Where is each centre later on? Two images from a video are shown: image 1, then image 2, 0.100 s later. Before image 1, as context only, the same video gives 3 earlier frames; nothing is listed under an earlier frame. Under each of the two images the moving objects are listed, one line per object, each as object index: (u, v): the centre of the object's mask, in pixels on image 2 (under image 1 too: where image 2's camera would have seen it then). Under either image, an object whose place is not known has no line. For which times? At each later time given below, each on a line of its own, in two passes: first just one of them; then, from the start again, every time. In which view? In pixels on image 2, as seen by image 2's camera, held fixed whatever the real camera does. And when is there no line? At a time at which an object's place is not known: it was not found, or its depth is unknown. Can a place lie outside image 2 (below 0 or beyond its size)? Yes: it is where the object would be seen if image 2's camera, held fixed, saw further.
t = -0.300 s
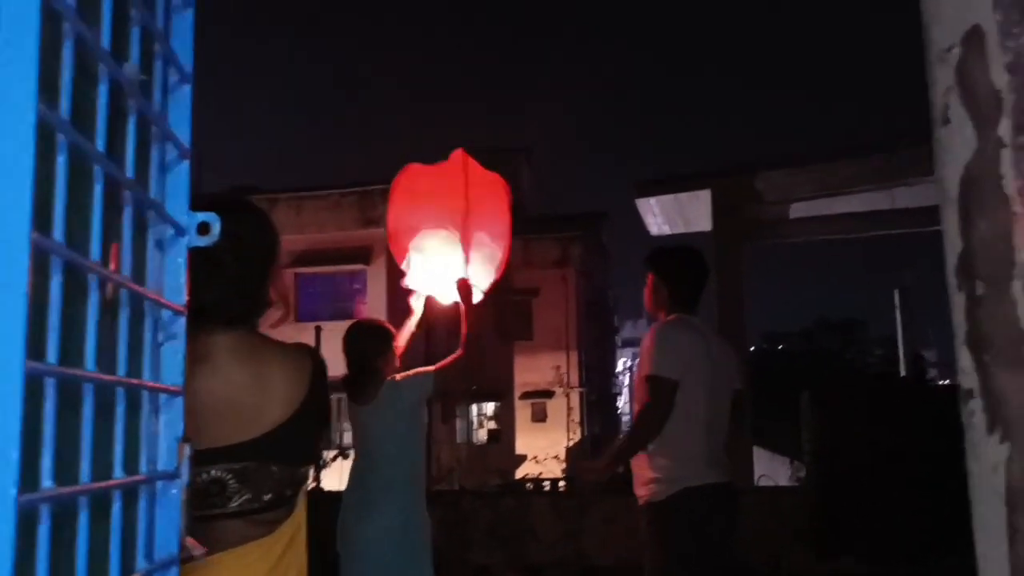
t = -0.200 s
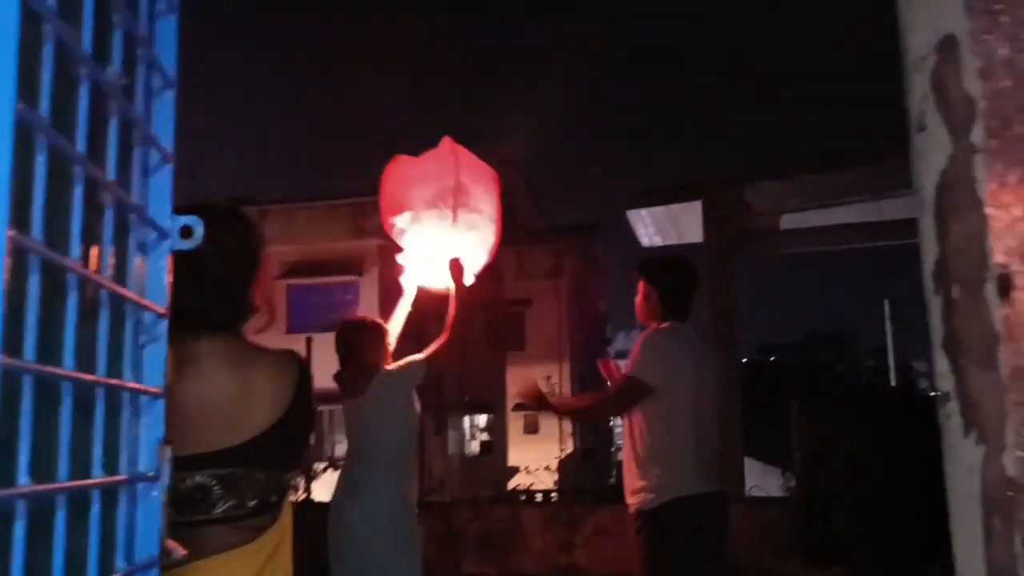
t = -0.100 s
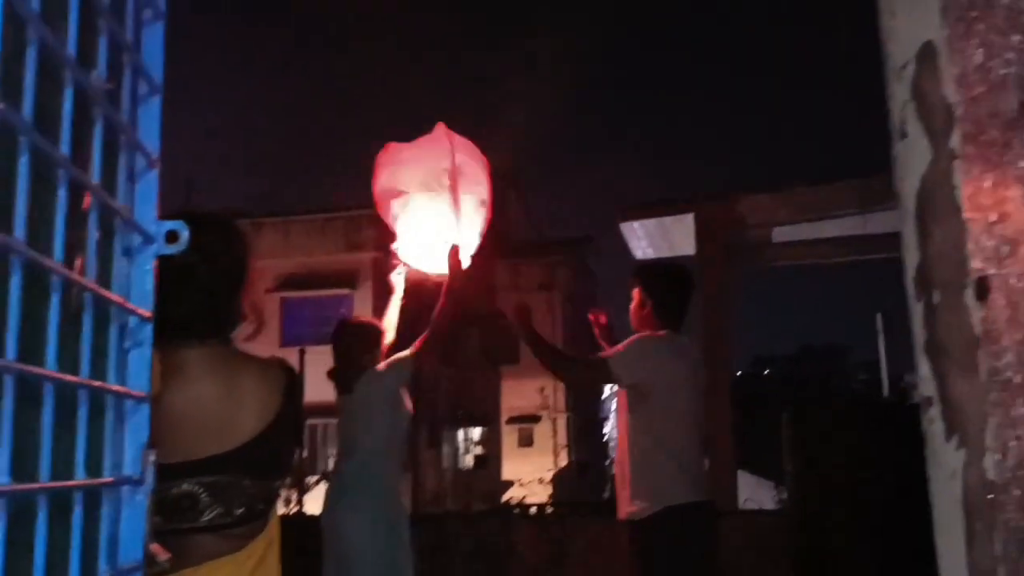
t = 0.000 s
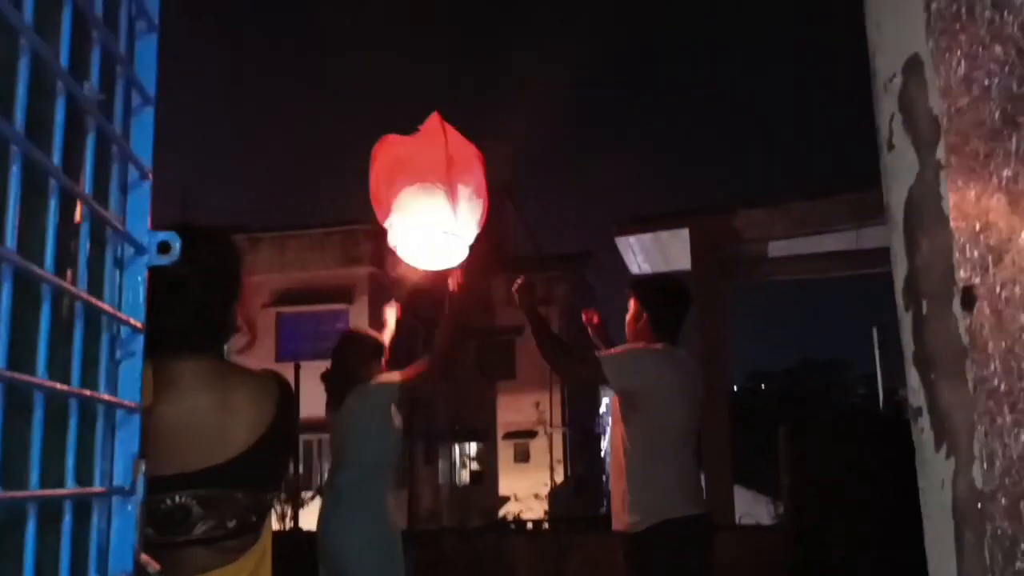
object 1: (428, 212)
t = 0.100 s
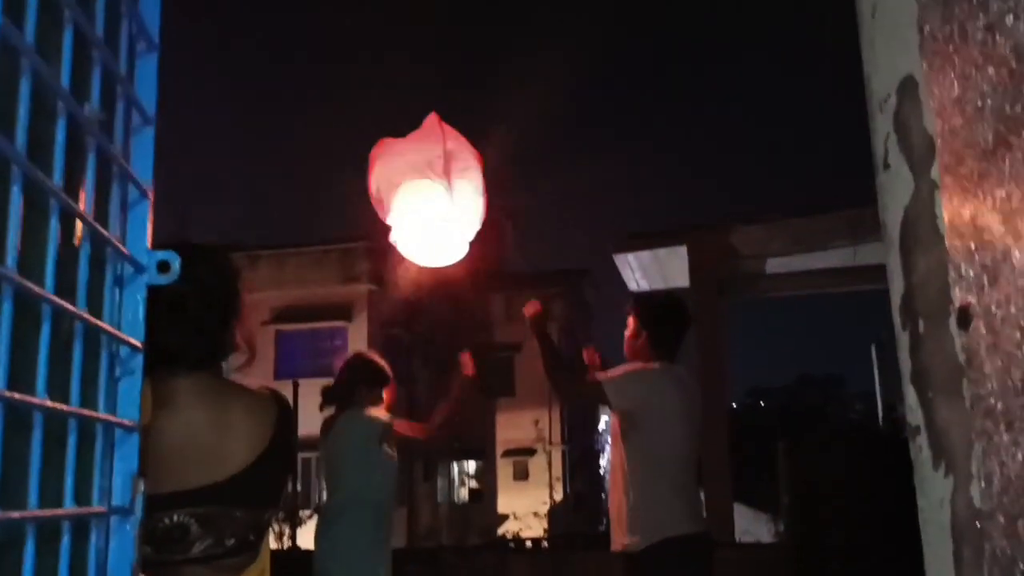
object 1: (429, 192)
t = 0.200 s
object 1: (429, 174)
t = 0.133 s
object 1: (429, 186)
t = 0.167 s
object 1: (429, 180)
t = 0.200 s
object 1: (429, 174)
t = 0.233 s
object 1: (429, 168)
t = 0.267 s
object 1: (428, 162)
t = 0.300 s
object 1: (428, 156)
